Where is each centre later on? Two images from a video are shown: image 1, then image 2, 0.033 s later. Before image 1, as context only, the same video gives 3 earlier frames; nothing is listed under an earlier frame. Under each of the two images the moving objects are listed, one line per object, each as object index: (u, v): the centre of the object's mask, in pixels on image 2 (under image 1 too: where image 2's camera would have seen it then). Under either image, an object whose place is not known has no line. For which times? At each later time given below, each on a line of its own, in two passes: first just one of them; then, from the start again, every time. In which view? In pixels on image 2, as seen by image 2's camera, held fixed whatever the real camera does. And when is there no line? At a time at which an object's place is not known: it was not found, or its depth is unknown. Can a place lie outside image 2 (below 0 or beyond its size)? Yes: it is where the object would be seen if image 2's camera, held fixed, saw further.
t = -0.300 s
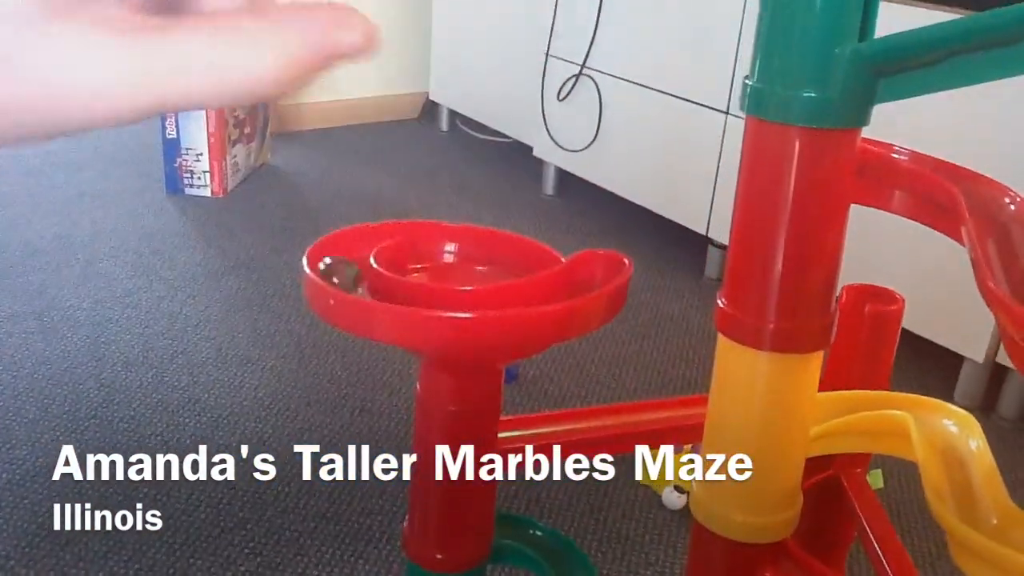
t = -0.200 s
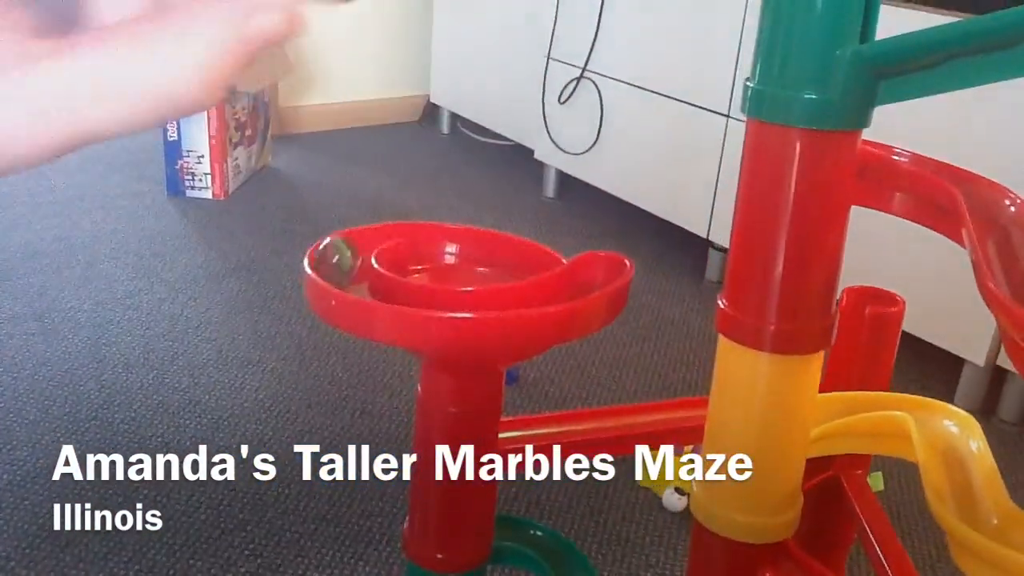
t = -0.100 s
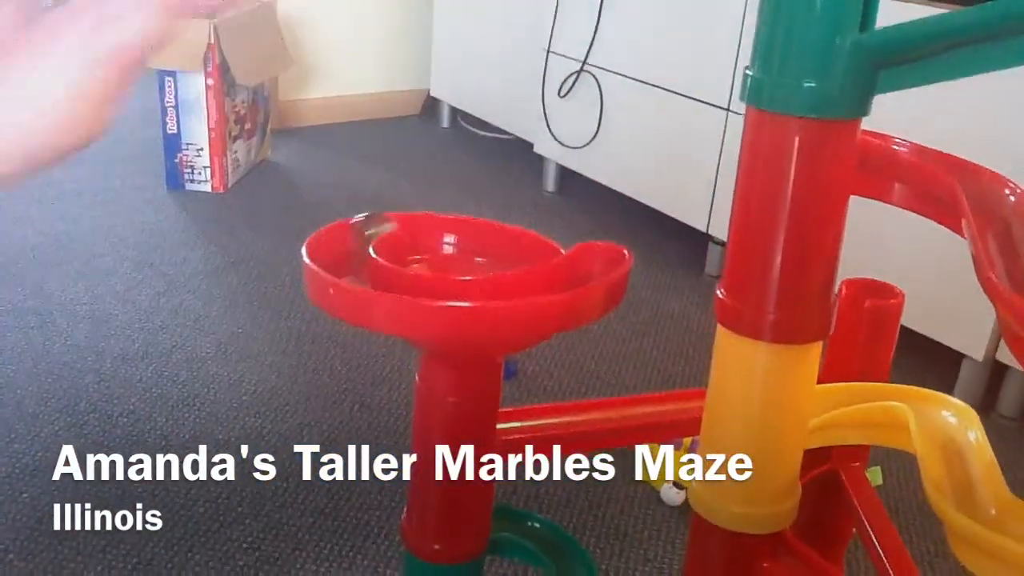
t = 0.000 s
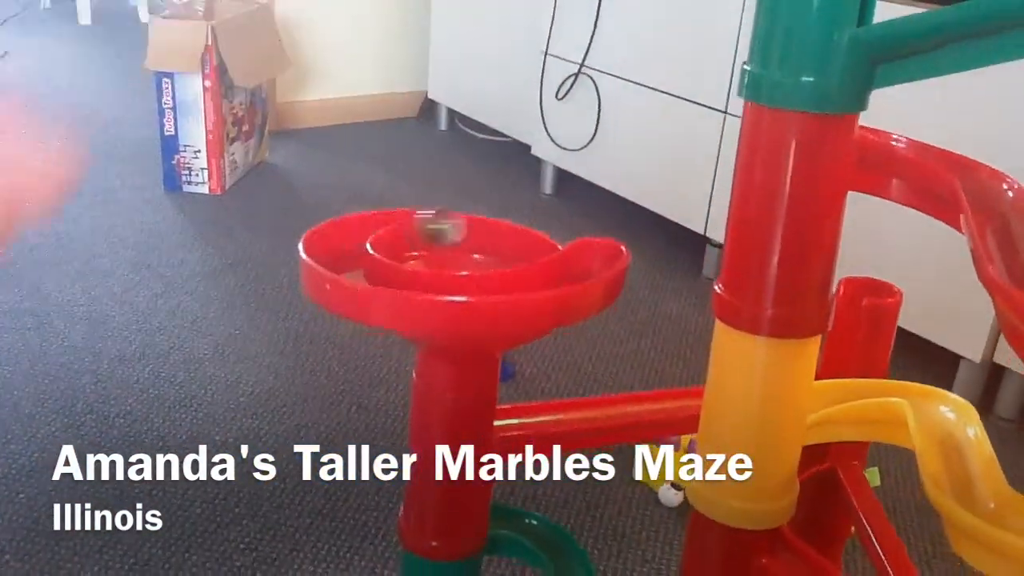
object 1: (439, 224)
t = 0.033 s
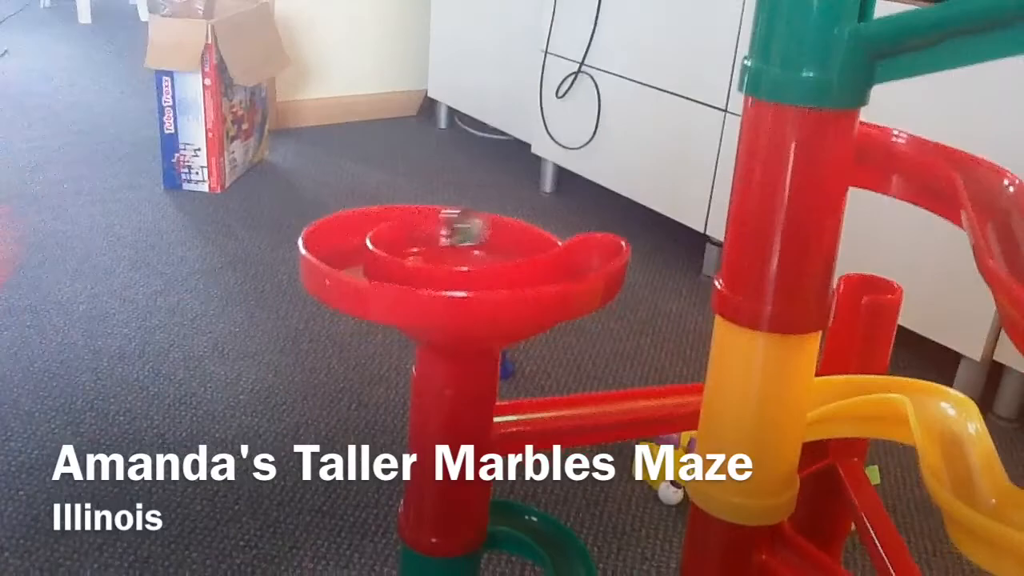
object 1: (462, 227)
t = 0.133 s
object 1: (521, 245)
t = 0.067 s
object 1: (488, 231)
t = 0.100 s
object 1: (509, 238)
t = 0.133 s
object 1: (521, 245)
